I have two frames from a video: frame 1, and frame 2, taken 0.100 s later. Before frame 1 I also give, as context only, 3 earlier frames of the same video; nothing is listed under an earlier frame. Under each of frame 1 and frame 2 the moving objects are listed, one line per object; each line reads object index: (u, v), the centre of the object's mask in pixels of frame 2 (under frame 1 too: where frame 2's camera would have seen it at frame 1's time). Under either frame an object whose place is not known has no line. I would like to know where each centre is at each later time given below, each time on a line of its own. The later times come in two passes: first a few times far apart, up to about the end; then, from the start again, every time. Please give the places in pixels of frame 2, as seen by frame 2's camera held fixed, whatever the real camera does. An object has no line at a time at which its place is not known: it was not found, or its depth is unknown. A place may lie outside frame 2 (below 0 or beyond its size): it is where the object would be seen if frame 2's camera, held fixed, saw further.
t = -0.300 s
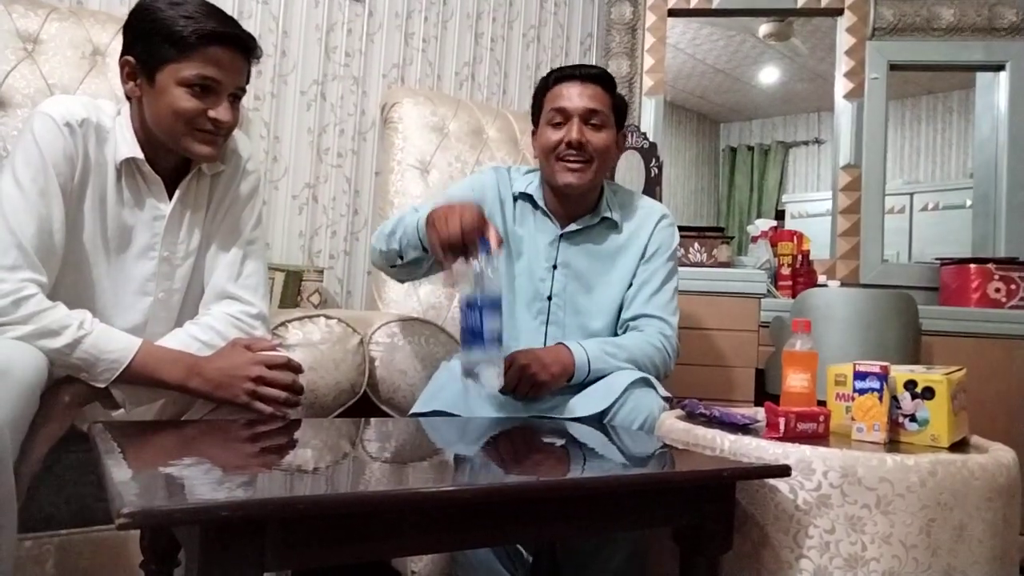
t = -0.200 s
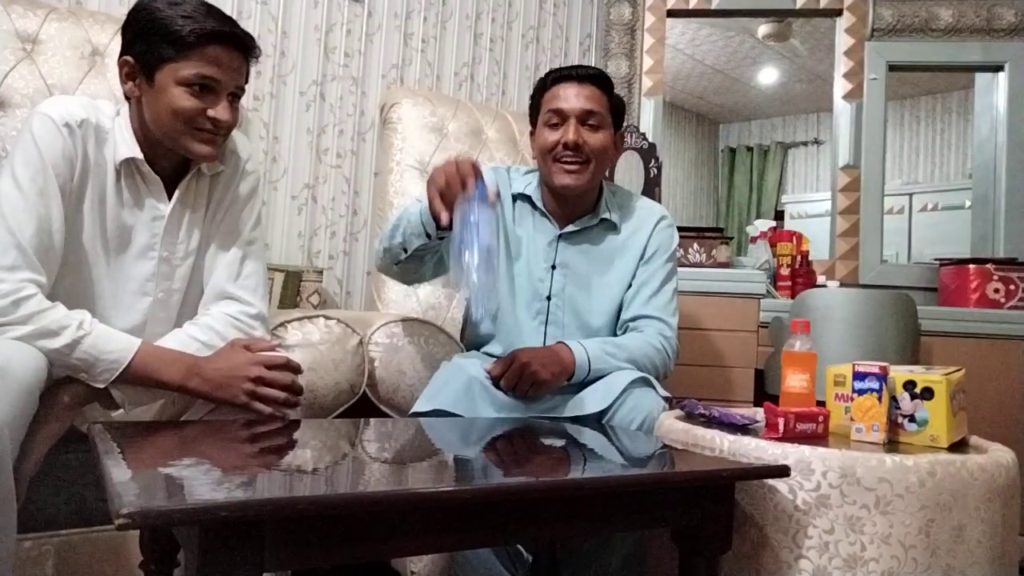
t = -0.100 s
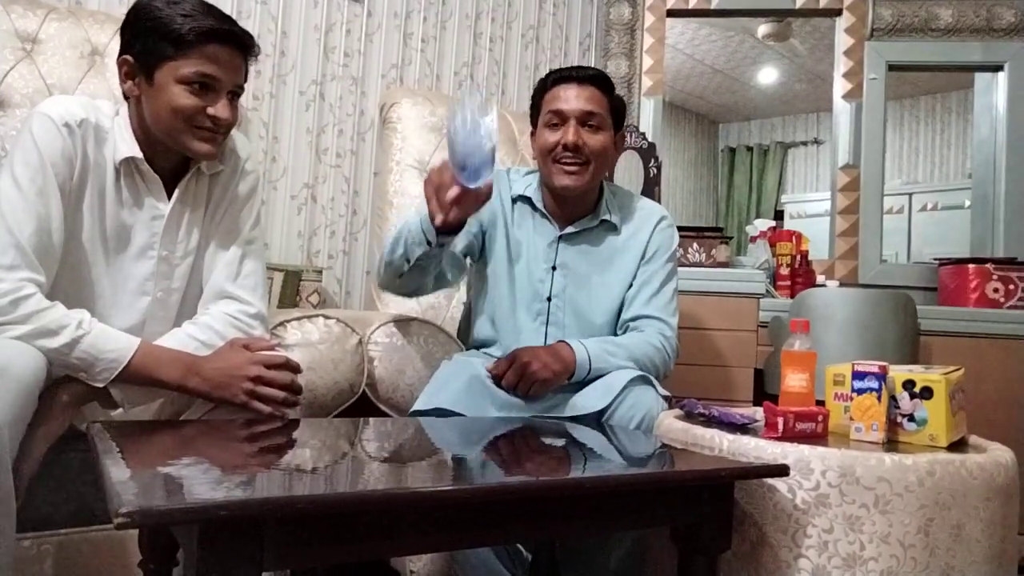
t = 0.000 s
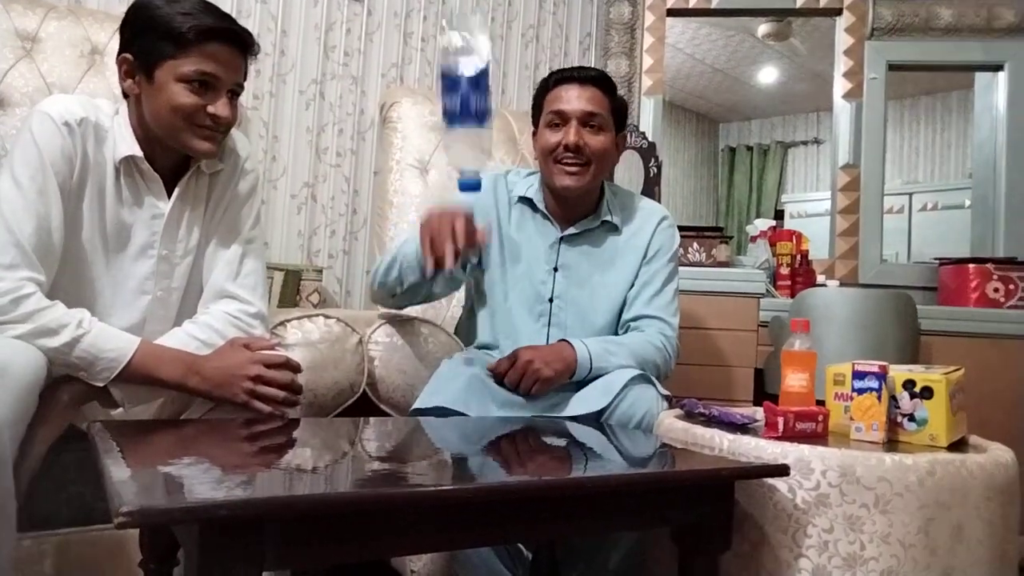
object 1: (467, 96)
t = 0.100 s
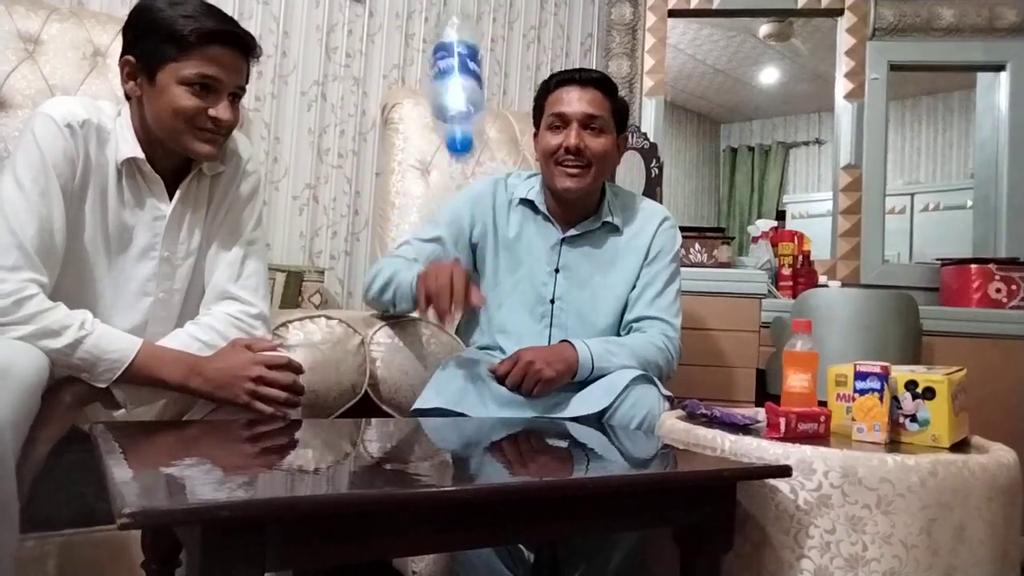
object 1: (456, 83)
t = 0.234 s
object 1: (427, 162)
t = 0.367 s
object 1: (392, 362)
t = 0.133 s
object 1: (450, 89)
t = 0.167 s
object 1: (444, 104)
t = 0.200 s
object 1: (436, 123)
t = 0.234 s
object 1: (427, 162)
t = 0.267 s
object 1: (419, 212)
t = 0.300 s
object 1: (407, 292)
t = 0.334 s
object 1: (396, 360)
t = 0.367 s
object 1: (392, 362)
